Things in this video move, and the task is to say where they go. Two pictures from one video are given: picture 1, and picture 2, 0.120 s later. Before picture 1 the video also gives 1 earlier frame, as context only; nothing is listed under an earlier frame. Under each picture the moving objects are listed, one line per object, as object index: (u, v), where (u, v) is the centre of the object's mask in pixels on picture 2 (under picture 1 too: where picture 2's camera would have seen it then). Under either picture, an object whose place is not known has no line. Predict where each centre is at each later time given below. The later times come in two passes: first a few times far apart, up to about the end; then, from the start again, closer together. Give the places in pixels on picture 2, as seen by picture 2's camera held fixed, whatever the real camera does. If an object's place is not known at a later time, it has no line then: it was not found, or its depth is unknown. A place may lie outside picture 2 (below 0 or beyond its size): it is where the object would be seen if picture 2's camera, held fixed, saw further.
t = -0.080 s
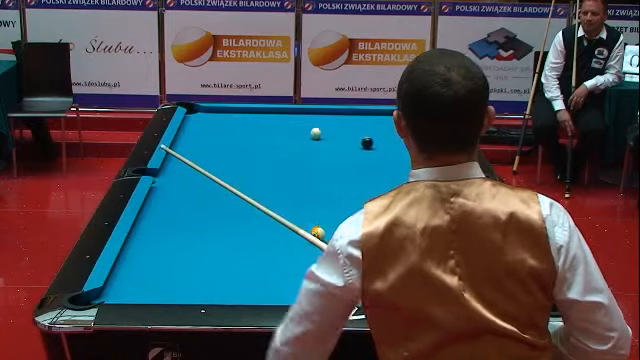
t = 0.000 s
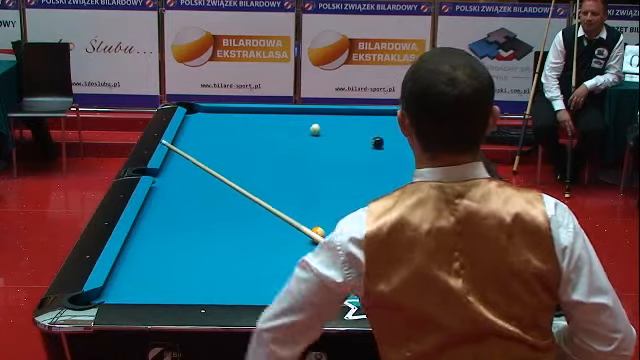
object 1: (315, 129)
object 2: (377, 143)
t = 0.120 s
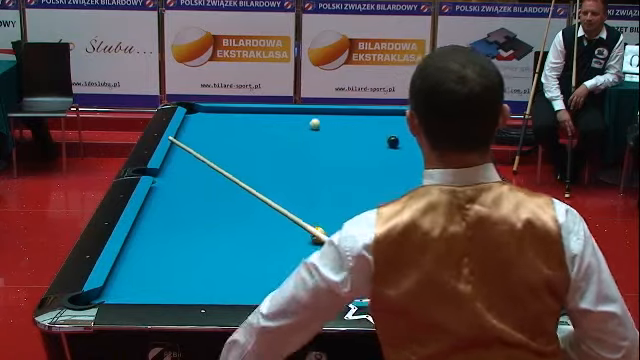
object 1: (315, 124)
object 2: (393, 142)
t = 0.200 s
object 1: (314, 120)
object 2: (402, 141)
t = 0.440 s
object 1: (313, 111)
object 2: (431, 140)
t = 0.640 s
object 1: (305, 115)
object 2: (421, 139)
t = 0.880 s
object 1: (294, 119)
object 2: (402, 138)
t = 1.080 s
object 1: (285, 123)
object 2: (387, 137)
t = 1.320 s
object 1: (275, 127)
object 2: (371, 136)
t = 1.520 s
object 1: (266, 131)
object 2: (358, 135)
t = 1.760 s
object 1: (256, 135)
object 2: (343, 134)
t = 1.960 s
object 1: (247, 139)
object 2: (331, 133)
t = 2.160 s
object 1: (239, 142)
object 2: (320, 132)
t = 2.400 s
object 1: (229, 146)
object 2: (308, 131)
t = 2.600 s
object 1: (221, 149)
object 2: (299, 130)
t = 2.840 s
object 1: (212, 153)
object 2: (288, 130)
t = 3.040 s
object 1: (204, 156)
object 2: (280, 129)
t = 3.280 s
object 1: (195, 159)
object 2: (271, 128)
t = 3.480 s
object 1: (189, 162)
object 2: (264, 127)
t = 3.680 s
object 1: (182, 164)
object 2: (258, 127)
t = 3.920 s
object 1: (175, 167)
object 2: (251, 126)
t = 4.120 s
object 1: (170, 169)
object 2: (246, 126)
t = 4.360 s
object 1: (165, 172)
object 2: (240, 125)
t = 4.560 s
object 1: (161, 173)
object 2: (236, 125)
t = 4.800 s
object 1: (157, 174)
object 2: (232, 124)
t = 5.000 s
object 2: (229, 124)
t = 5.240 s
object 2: (226, 124)
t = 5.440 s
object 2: (225, 124)
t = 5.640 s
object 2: (223, 124)
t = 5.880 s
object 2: (223, 124)
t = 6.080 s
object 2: (222, 123)
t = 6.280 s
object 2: (222, 123)
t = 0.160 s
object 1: (314, 122)
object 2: (397, 142)
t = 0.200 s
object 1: (314, 120)
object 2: (402, 141)
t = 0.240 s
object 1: (314, 119)
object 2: (407, 141)
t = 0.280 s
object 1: (314, 117)
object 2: (412, 141)
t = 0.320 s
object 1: (314, 115)
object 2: (417, 141)
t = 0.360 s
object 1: (314, 114)
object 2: (422, 141)
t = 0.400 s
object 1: (313, 112)
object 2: (426, 140)
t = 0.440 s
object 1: (313, 111)
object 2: (431, 140)
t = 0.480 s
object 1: (312, 111)
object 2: (434, 140)
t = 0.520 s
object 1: (310, 112)
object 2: (430, 140)
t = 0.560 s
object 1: (308, 113)
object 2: (427, 139)
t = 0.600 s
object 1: (307, 114)
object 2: (424, 139)
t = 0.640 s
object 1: (305, 115)
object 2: (421, 139)
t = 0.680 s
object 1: (303, 115)
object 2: (417, 139)
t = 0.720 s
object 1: (301, 116)
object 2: (414, 139)
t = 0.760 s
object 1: (300, 117)
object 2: (411, 138)
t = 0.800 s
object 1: (298, 117)
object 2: (408, 138)
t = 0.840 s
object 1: (296, 118)
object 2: (405, 138)
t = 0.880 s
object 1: (294, 119)
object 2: (402, 138)
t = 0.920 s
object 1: (293, 120)
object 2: (399, 137)
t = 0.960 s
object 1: (291, 120)
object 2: (396, 137)
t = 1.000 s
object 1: (289, 121)
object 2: (393, 137)
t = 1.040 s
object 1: (287, 122)
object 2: (390, 137)
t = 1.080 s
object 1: (285, 123)
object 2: (387, 137)
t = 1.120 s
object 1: (284, 123)
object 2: (385, 137)
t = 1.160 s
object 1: (282, 124)
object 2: (382, 136)
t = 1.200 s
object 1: (280, 125)
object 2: (379, 136)
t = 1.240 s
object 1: (278, 126)
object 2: (376, 136)
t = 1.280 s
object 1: (277, 127)
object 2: (373, 136)
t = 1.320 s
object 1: (275, 127)
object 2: (371, 136)
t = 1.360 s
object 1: (273, 128)
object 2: (368, 136)
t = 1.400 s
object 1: (272, 129)
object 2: (365, 135)
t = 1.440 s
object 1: (270, 129)
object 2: (363, 135)
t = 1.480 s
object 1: (268, 130)
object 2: (360, 135)
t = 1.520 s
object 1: (266, 131)
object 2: (358, 135)
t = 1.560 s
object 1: (265, 132)
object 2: (355, 135)
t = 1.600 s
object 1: (263, 132)
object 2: (353, 134)
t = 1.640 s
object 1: (261, 133)
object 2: (350, 134)
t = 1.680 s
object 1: (260, 134)
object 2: (348, 134)
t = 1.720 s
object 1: (257, 135)
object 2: (345, 134)
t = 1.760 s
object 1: (256, 135)
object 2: (343, 134)
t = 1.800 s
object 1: (254, 136)
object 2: (341, 134)
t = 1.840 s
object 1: (253, 137)
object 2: (338, 133)
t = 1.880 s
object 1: (251, 137)
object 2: (335, 133)
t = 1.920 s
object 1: (249, 138)
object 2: (333, 133)
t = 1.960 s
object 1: (247, 139)
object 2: (331, 133)
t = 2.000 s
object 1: (246, 139)
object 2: (329, 133)
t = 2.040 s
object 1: (244, 140)
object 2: (327, 133)
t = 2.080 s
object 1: (242, 141)
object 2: (325, 133)
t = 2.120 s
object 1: (240, 142)
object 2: (323, 132)
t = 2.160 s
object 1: (239, 142)
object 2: (320, 132)
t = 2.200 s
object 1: (238, 143)
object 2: (318, 132)
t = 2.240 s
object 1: (236, 144)
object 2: (316, 132)
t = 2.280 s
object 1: (234, 144)
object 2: (314, 132)
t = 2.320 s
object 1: (232, 145)
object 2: (312, 131)
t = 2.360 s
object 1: (231, 145)
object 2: (310, 131)
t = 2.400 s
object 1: (229, 146)
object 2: (308, 131)
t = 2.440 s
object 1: (227, 147)
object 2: (306, 131)
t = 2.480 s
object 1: (226, 148)
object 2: (304, 131)
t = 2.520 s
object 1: (224, 148)
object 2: (303, 131)
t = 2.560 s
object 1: (223, 149)
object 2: (300, 130)
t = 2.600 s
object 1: (221, 149)
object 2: (299, 130)
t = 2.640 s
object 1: (219, 150)
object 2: (297, 130)
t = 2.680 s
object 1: (218, 151)
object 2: (295, 130)
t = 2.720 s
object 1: (216, 151)
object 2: (293, 130)
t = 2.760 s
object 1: (214, 152)
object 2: (292, 130)
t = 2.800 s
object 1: (213, 153)
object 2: (290, 130)
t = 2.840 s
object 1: (212, 153)
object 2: (288, 130)
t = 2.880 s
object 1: (210, 154)
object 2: (286, 129)
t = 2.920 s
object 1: (209, 154)
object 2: (285, 129)
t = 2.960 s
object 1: (207, 155)
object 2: (283, 129)
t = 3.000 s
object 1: (206, 155)
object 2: (281, 129)
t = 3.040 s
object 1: (204, 156)
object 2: (280, 129)
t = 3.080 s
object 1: (203, 156)
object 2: (278, 129)
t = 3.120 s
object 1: (201, 157)
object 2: (277, 129)
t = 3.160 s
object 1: (200, 158)
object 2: (275, 128)
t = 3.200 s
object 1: (199, 158)
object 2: (274, 128)
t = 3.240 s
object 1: (197, 159)
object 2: (272, 128)
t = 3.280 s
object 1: (195, 159)
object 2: (271, 128)
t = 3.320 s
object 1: (194, 160)
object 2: (269, 128)
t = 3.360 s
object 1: (193, 160)
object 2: (268, 128)
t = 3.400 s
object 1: (192, 161)
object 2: (267, 128)
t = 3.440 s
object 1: (190, 161)
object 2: (265, 127)
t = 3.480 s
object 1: (189, 162)
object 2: (264, 127)
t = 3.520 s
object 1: (187, 162)
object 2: (262, 127)
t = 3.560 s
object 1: (186, 163)
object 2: (261, 127)
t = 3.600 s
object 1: (185, 163)
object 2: (260, 127)
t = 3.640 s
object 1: (184, 164)
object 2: (259, 127)
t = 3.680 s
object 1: (182, 164)
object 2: (258, 127)
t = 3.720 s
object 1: (181, 165)
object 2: (256, 127)
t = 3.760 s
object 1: (180, 165)
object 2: (255, 127)
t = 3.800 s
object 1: (179, 166)
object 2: (254, 127)
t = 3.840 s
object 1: (178, 166)
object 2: (253, 127)
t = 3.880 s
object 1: (176, 167)
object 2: (252, 126)
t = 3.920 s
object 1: (175, 167)
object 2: (251, 126)
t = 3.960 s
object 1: (174, 168)
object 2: (250, 126)
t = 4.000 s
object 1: (173, 168)
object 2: (249, 126)
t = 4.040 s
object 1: (172, 168)
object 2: (248, 126)
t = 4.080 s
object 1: (171, 169)
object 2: (247, 126)
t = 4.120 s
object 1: (170, 169)
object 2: (246, 126)
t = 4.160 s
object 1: (169, 169)
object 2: (245, 126)
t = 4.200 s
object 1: (168, 170)
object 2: (244, 126)
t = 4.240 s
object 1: (167, 170)
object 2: (243, 126)
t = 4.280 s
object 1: (166, 171)
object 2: (242, 125)
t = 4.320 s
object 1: (166, 171)
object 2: (241, 125)
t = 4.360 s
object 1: (165, 172)
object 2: (240, 125)
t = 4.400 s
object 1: (164, 172)
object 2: (239, 125)
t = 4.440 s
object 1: (163, 172)
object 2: (238, 125)
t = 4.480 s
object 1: (162, 172)
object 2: (237, 125)
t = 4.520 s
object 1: (161, 173)
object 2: (236, 125)
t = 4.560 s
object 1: (161, 173)
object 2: (236, 125)
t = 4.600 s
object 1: (160, 173)
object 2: (235, 125)
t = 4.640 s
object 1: (159, 173)
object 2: (235, 125)
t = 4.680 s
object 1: (158, 173)
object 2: (234, 125)
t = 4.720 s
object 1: (158, 173)
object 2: (233, 125)
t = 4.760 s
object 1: (157, 174)
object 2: (233, 125)
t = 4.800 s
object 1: (157, 174)
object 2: (232, 124)
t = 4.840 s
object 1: (156, 174)
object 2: (231, 124)
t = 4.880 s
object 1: (155, 174)
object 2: (231, 124)
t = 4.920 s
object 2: (230, 124)
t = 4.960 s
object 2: (229, 124)
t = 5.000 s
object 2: (229, 124)
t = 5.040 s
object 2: (229, 124)
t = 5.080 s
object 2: (228, 124)
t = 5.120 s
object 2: (228, 124)
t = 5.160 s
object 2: (227, 124)
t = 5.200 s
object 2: (227, 124)
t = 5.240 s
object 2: (226, 124)
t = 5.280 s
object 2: (226, 124)
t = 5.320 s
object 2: (226, 124)
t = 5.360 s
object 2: (225, 124)
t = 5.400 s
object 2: (225, 124)
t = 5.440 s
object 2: (225, 124)
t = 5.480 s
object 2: (225, 124)
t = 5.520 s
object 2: (224, 124)
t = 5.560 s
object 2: (224, 124)
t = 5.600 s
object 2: (224, 124)
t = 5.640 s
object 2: (223, 124)
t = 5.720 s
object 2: (223, 124)
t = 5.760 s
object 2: (223, 124)
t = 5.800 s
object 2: (223, 124)
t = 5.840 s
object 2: (223, 124)
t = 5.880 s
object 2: (223, 124)
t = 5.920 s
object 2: (223, 124)
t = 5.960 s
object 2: (222, 123)
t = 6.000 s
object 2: (222, 123)
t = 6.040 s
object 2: (222, 123)
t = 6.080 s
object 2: (222, 123)
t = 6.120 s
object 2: (222, 123)
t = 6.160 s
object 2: (222, 123)
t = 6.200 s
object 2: (222, 123)
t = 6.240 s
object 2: (222, 123)
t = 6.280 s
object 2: (222, 123)
